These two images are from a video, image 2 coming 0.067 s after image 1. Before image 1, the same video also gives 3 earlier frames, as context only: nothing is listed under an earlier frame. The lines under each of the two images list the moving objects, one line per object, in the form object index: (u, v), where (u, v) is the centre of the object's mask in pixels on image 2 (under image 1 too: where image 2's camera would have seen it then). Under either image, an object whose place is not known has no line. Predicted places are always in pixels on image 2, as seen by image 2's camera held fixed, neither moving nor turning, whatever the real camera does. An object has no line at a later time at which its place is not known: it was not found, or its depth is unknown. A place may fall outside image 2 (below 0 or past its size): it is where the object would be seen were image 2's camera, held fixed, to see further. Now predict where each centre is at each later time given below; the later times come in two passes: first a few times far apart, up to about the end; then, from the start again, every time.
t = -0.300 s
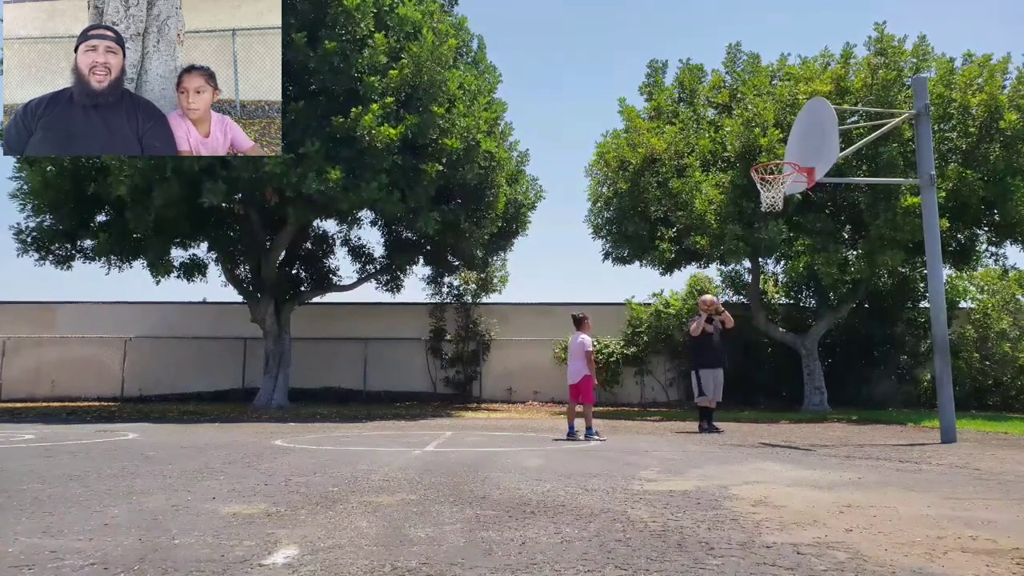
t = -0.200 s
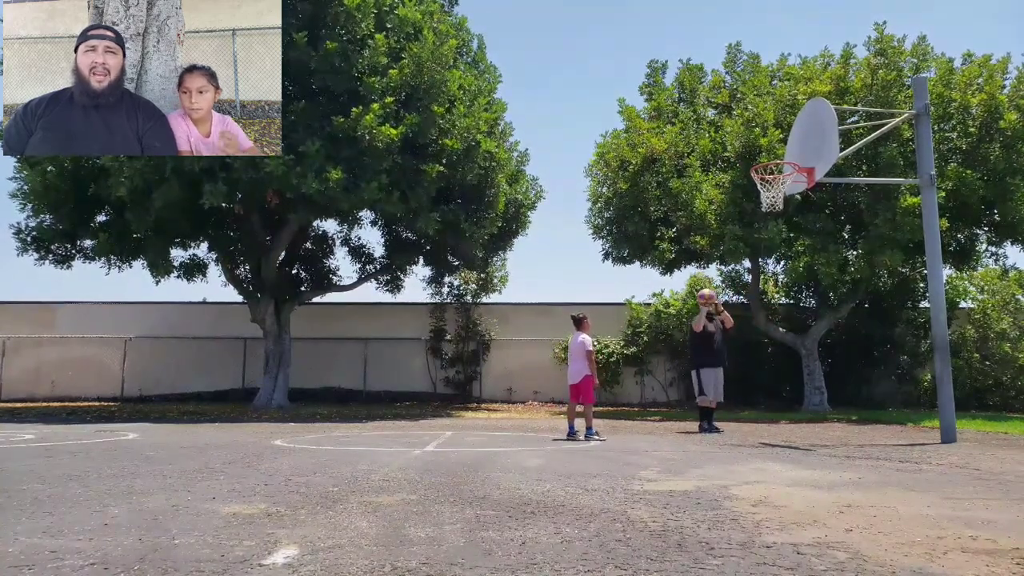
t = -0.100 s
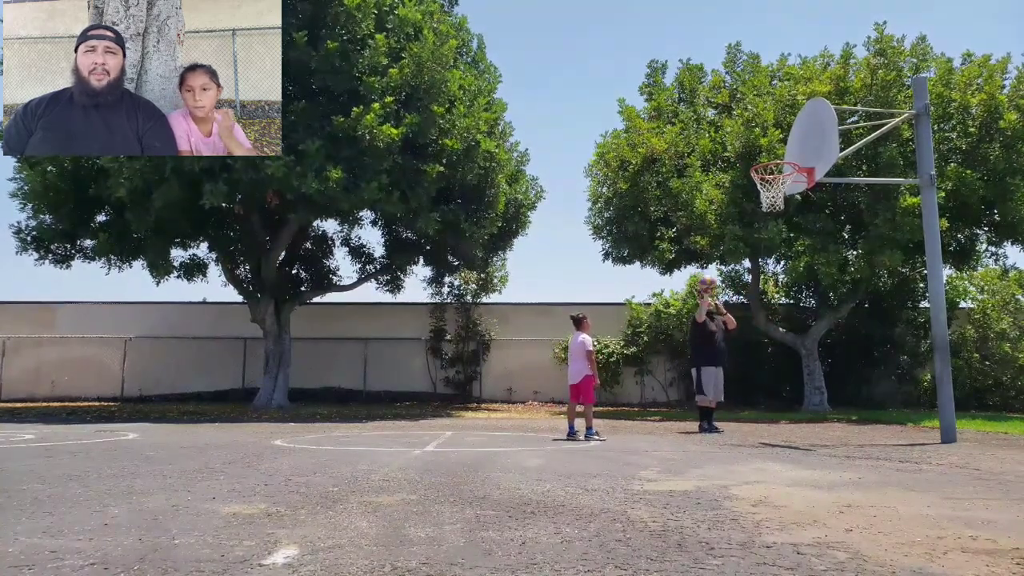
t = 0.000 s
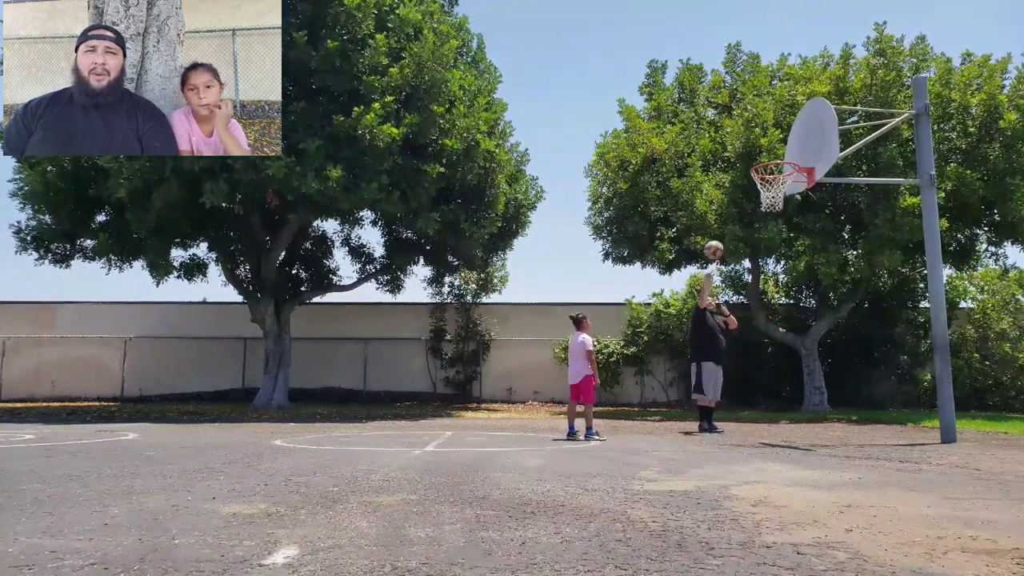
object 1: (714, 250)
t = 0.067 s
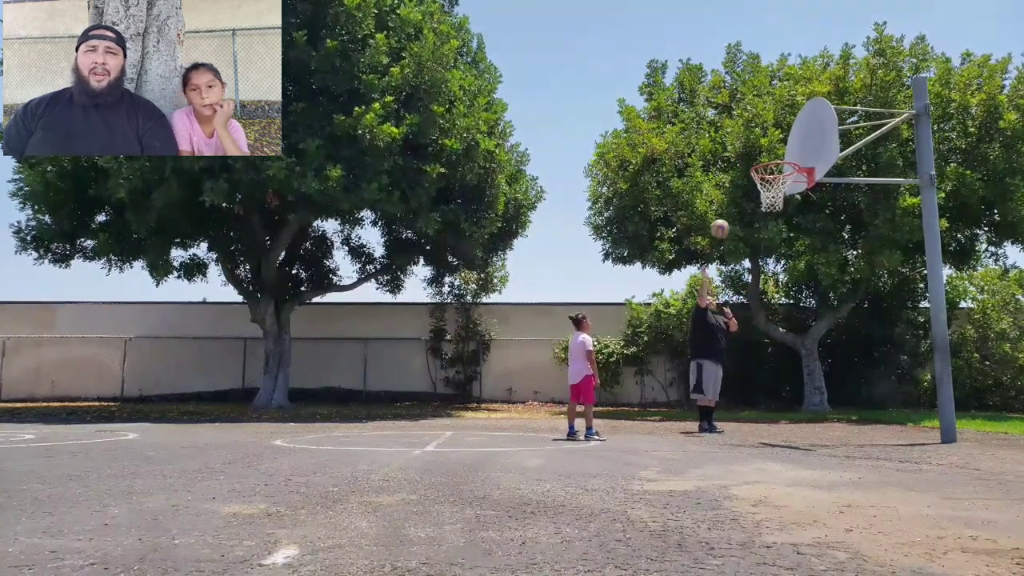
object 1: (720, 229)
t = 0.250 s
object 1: (736, 185)
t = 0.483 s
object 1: (762, 160)
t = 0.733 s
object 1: (782, 137)
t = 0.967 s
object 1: (794, 134)
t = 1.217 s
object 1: (783, 152)
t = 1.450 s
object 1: (751, 153)
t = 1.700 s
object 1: (719, 211)
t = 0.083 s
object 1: (721, 224)
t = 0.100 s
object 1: (723, 220)
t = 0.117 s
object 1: (724, 215)
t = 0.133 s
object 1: (726, 210)
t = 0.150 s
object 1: (727, 206)
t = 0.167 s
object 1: (728, 202)
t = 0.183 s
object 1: (730, 198)
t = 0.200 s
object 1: (732, 195)
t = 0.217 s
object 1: (733, 192)
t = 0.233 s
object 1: (736, 188)
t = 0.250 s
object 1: (736, 185)
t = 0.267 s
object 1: (738, 182)
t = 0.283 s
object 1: (739, 179)
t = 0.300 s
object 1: (742, 177)
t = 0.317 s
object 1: (743, 175)
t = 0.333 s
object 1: (745, 173)
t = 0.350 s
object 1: (746, 170)
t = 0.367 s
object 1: (748, 168)
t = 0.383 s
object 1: (748, 167)
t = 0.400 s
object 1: (751, 164)
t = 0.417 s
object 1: (753, 162)
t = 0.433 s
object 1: (756, 160)
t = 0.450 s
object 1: (758, 160)
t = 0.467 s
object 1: (760, 160)
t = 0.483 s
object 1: (762, 160)
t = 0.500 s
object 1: (764, 159)
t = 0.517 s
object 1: (767, 159)
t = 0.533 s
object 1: (769, 159)
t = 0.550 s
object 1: (772, 159)
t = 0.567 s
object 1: (774, 159)
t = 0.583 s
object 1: (775, 157)
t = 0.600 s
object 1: (777, 155)
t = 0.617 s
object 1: (777, 153)
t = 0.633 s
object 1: (778, 152)
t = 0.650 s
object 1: (778, 150)
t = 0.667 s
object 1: (779, 148)
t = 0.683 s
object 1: (779, 145)
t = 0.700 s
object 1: (780, 143)
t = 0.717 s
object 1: (781, 141)
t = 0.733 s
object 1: (782, 137)
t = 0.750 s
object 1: (783, 135)
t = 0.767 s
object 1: (784, 135)
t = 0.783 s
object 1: (785, 133)
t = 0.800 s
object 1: (786, 131)
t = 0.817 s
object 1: (787, 131)
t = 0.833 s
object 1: (788, 130)
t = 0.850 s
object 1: (789, 130)
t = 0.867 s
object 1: (790, 130)
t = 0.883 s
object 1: (791, 130)
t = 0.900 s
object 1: (792, 130)
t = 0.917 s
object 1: (793, 131)
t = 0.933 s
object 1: (793, 131)
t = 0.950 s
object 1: (795, 133)
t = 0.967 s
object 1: (794, 134)
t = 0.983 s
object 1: (795, 135)
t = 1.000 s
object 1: (795, 136)
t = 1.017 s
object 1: (794, 138)
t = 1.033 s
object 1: (794, 140)
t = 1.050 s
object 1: (793, 142)
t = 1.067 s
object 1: (792, 144)
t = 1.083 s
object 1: (792, 147)
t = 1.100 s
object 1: (792, 150)
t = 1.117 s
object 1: (792, 152)
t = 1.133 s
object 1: (792, 155)
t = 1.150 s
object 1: (791, 157)
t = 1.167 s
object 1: (791, 158)
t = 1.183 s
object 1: (789, 156)
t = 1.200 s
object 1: (786, 154)
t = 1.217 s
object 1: (783, 152)
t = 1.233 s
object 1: (781, 151)
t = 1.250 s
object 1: (778, 151)
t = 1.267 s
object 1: (776, 150)
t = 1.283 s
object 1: (774, 149)
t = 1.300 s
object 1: (772, 149)
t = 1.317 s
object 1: (770, 149)
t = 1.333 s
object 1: (768, 149)
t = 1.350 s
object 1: (765, 148)
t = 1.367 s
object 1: (762, 148)
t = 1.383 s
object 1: (761, 149)
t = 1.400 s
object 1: (759, 149)
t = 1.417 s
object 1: (756, 151)
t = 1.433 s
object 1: (755, 152)
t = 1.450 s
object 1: (751, 153)
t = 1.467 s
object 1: (750, 155)
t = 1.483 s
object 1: (747, 157)
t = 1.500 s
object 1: (746, 160)
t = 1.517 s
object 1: (743, 162)
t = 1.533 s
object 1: (741, 166)
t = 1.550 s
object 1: (739, 169)
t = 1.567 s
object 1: (736, 173)
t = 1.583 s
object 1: (734, 176)
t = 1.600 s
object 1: (733, 180)
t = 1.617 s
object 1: (730, 185)
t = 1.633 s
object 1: (728, 190)
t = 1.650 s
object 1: (726, 194)
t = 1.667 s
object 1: (724, 200)
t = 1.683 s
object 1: (721, 205)
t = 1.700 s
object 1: (719, 211)
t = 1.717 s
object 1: (716, 217)
